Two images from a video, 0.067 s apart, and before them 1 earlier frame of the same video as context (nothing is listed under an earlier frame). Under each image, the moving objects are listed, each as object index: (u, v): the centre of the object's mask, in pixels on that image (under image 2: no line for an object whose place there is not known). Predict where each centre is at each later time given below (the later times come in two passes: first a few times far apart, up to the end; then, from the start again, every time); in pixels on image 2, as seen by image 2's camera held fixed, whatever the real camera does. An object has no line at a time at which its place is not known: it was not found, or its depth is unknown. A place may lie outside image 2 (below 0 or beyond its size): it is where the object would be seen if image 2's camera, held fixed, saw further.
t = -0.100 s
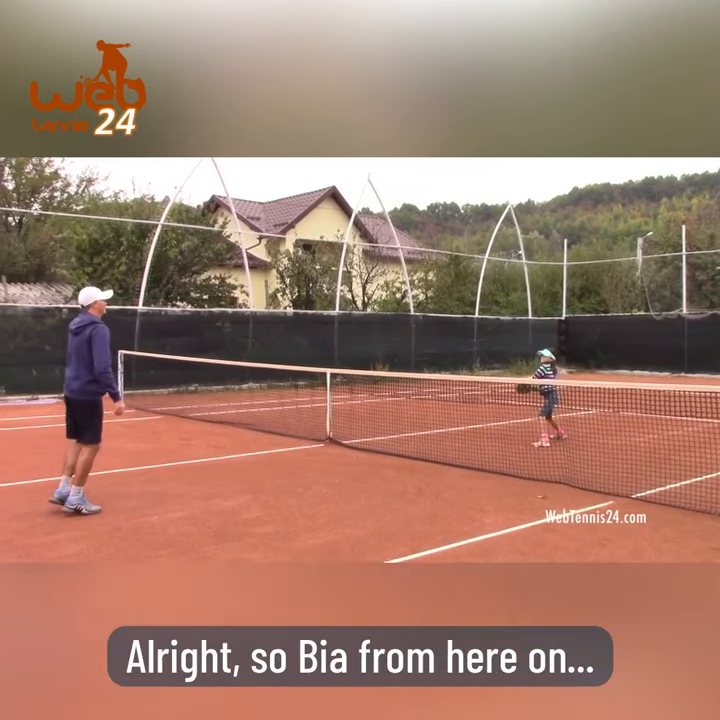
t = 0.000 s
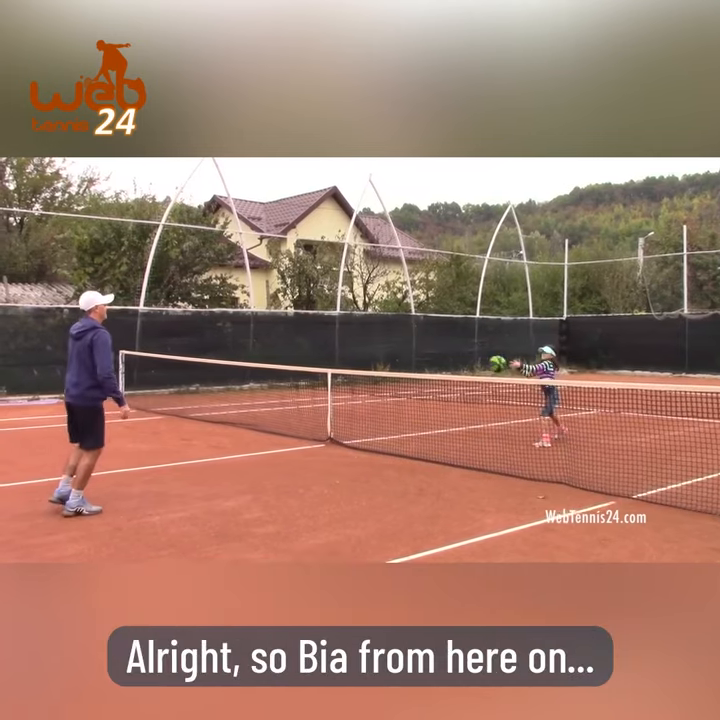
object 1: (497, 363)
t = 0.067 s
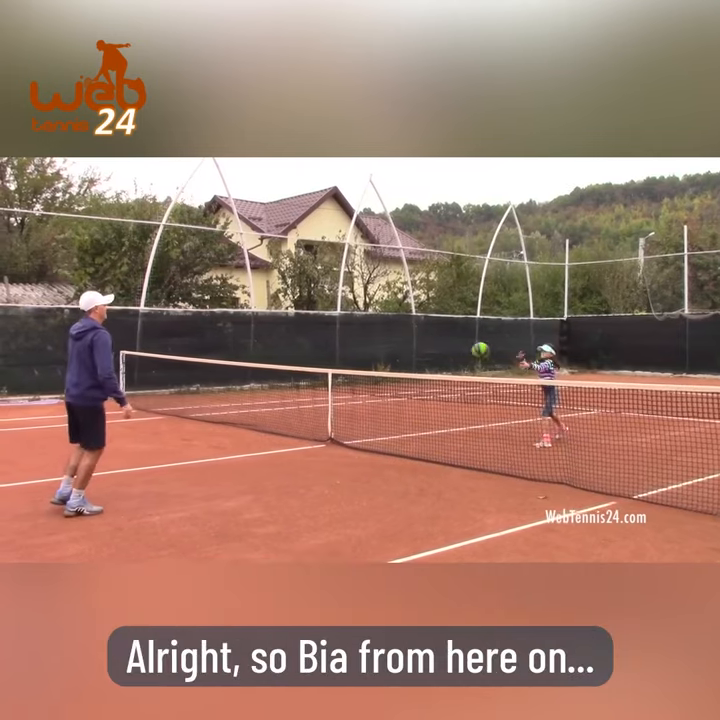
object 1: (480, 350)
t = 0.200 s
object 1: (443, 332)
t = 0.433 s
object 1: (371, 334)
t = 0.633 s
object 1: (298, 376)
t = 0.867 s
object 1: (202, 475)
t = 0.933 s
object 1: (181, 452)
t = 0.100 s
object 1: (471, 344)
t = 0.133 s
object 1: (463, 339)
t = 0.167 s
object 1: (453, 335)
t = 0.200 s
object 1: (443, 332)
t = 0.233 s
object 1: (433, 329)
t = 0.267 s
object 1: (423, 327)
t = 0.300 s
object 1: (413, 328)
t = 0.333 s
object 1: (403, 327)
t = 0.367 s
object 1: (393, 328)
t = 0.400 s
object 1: (382, 330)
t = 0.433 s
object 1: (371, 334)
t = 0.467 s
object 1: (360, 337)
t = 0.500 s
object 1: (348, 342)
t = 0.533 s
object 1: (336, 349)
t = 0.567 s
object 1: (324, 357)
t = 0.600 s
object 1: (311, 366)
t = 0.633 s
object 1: (298, 376)
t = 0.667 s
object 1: (285, 387)
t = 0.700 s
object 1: (272, 400)
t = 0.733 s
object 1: (258, 415)
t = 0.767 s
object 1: (244, 430)
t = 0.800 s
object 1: (230, 448)
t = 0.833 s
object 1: (215, 467)
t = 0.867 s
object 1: (202, 475)
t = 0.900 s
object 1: (192, 463)
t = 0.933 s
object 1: (181, 452)
